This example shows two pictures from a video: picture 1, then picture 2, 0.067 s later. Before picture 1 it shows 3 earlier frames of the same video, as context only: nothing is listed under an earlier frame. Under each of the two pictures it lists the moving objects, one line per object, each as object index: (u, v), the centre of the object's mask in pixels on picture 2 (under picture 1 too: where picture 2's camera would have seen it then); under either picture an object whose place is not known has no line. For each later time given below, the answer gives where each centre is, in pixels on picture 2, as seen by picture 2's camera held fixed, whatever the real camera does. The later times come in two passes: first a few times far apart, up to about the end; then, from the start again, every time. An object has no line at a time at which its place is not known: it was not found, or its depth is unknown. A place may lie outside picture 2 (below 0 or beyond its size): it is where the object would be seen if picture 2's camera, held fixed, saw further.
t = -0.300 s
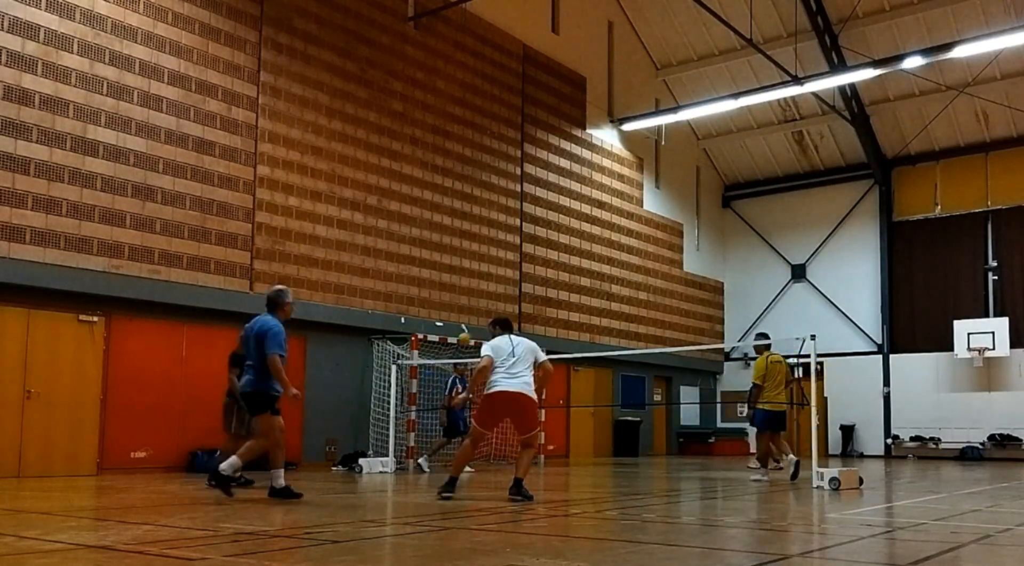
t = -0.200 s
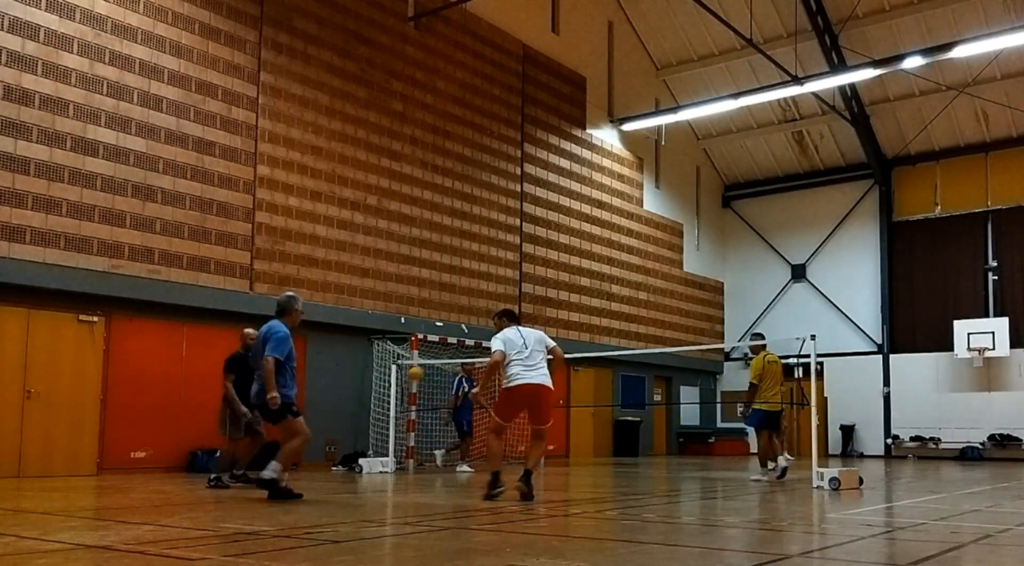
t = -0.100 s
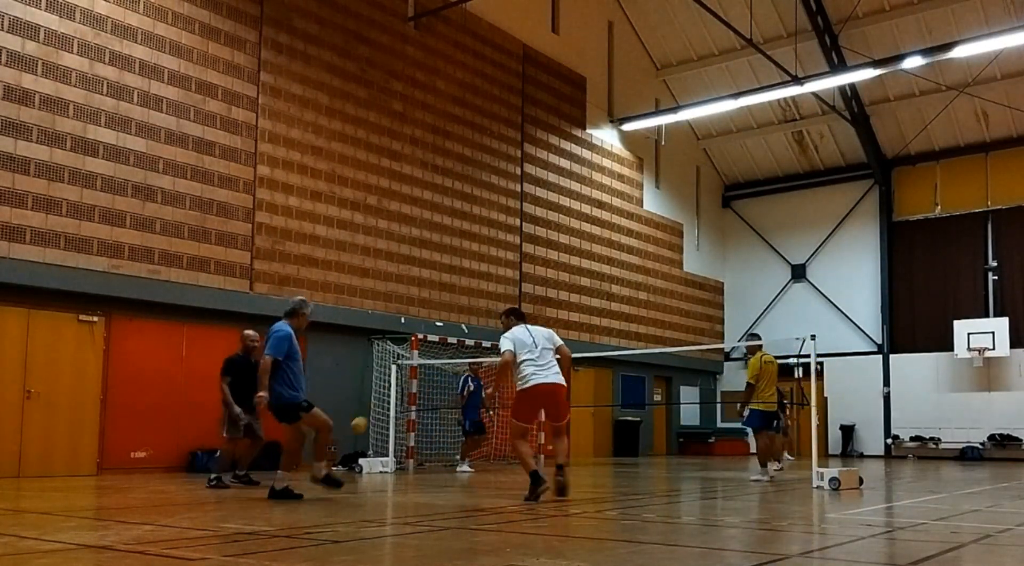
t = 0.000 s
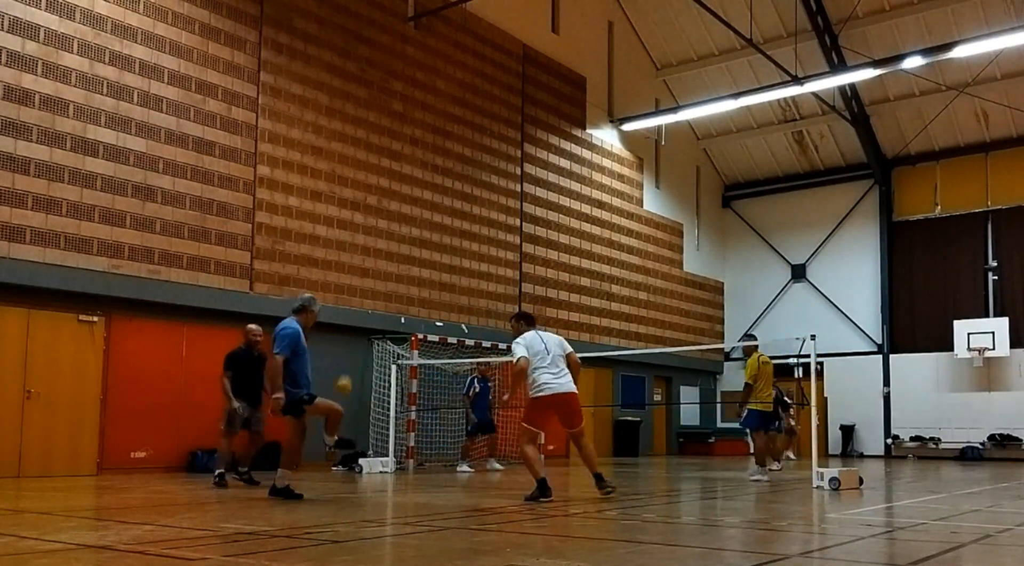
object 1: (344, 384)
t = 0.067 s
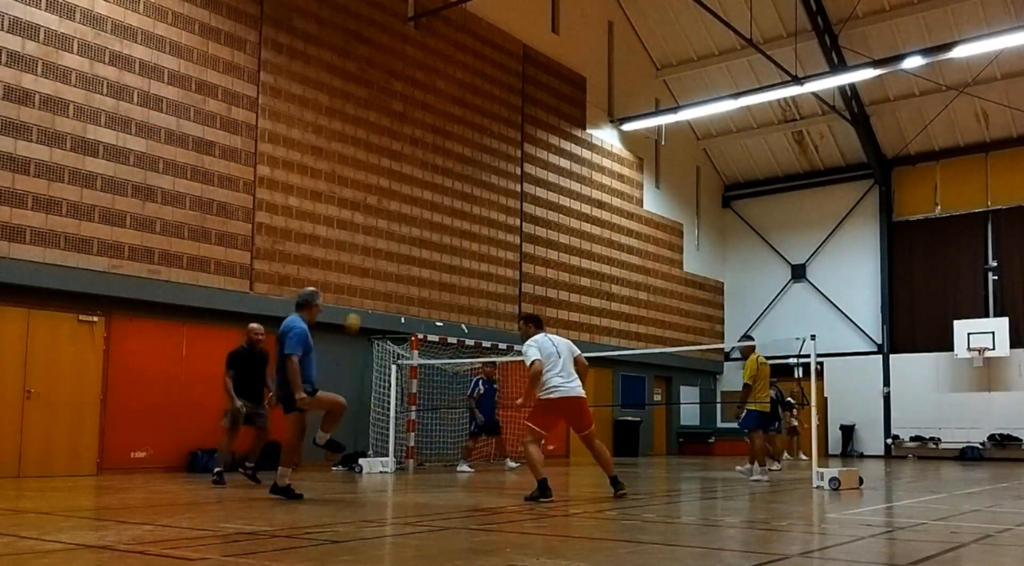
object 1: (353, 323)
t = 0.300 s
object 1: (376, 158)
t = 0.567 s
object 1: (397, 55)
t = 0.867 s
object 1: (415, 26)
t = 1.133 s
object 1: (429, 71)
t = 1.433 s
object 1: (443, 191)
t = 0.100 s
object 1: (356, 294)
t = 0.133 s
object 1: (360, 268)
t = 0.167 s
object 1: (363, 242)
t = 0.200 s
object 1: (368, 219)
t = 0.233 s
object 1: (370, 197)
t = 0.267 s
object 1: (373, 177)
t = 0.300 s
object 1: (376, 158)
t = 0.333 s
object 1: (379, 141)
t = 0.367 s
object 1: (382, 126)
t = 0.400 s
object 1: (384, 111)
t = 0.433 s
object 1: (387, 97)
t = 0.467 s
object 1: (390, 85)
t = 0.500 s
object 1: (392, 74)
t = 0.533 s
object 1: (394, 64)
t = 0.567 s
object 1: (397, 55)
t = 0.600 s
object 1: (399, 48)
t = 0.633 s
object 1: (401, 41)
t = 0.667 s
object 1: (403, 36)
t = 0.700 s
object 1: (405, 32)
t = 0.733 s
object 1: (407, 29)
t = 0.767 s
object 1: (409, 27)
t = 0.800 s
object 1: (411, 26)
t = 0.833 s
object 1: (413, 25)
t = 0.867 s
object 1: (415, 26)
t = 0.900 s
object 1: (417, 28)
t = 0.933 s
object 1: (419, 31)
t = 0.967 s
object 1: (421, 36)
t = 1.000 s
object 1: (423, 41)
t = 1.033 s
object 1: (424, 47)
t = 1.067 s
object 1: (426, 54)
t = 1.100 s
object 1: (428, 62)
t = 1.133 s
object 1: (429, 71)
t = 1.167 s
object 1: (431, 81)
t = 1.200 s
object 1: (433, 91)
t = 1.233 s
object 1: (434, 103)
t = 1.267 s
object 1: (436, 116)
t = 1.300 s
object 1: (437, 129)
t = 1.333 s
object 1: (439, 144)
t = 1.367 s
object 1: (440, 158)
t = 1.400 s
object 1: (441, 174)
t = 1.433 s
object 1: (443, 191)
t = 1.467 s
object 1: (444, 208)
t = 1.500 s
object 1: (446, 228)
